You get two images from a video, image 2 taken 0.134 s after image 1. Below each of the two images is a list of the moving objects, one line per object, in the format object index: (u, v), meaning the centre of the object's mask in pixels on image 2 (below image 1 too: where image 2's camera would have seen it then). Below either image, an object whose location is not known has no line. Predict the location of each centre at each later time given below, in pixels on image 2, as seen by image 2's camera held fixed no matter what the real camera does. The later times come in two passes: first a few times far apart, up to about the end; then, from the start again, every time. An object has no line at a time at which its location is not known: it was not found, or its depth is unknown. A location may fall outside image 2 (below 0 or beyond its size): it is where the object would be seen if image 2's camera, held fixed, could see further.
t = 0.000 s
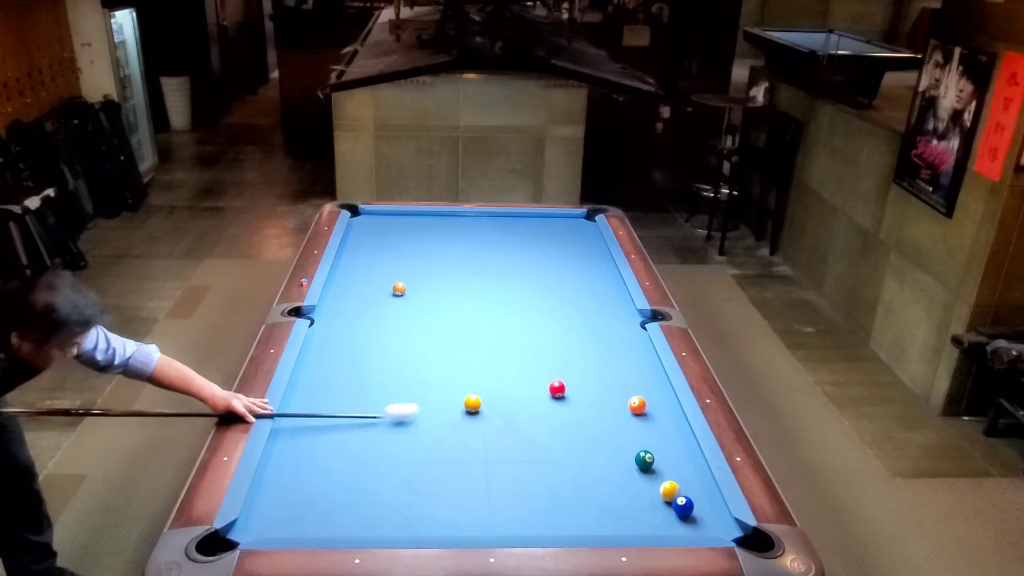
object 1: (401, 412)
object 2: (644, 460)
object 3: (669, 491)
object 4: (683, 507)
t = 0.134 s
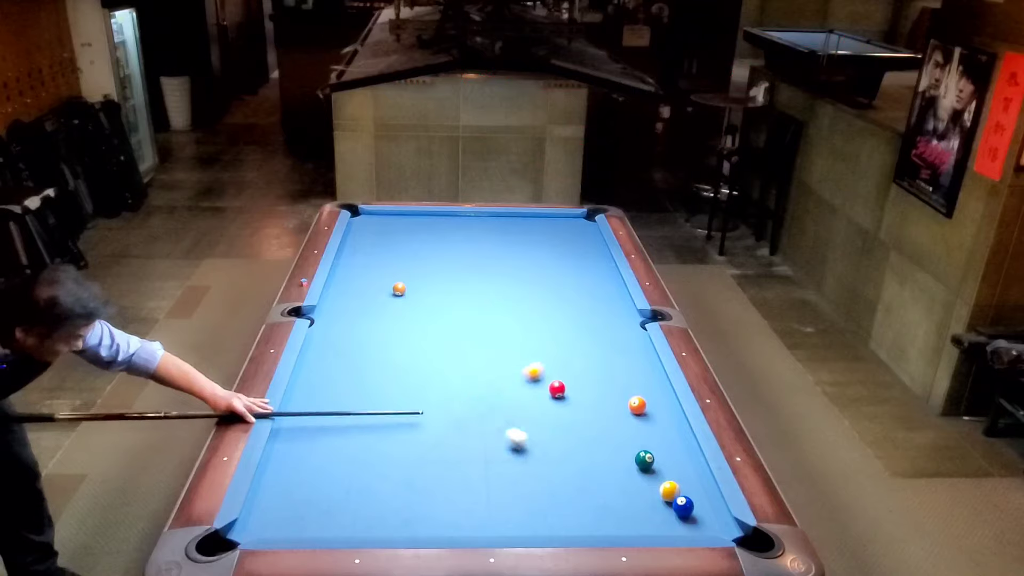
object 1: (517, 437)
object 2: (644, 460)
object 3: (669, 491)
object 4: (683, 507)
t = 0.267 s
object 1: (598, 483)
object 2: (644, 460)
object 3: (669, 491)
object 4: (683, 507)
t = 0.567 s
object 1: (703, 519)
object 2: (644, 460)
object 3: (658, 479)
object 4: (693, 500)
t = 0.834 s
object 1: (710, 514)
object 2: (636, 448)
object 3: (645, 468)
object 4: (706, 492)
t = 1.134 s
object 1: (687, 504)
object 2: (626, 432)
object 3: (635, 464)
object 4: (693, 489)
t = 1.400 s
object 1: (669, 497)
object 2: (618, 420)
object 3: (628, 460)
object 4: (682, 489)
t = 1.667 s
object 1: (651, 491)
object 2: (611, 410)
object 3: (623, 458)
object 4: (673, 488)
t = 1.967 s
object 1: (634, 486)
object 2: (603, 400)
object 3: (620, 456)
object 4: (666, 486)
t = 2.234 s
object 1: (621, 481)
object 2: (598, 392)
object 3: (618, 455)
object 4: (661, 486)
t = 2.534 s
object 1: (609, 478)
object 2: (593, 385)
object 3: (617, 455)
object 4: (658, 486)
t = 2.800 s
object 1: (600, 474)
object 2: (588, 379)
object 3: (617, 455)
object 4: (657, 486)
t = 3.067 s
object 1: (592, 472)
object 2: (585, 374)
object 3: (617, 455)
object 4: (658, 485)
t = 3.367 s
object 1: (586, 470)
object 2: (582, 370)
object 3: (617, 455)
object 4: (658, 485)
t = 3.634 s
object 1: (582, 470)
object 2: (579, 367)
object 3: (617, 455)
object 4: (658, 485)
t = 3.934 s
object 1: (580, 469)
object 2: (577, 364)
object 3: (617, 455)
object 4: (658, 485)
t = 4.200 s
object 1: (579, 468)
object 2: (576, 363)
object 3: (617, 455)
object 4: (658, 484)
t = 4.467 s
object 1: (579, 469)
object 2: (575, 362)
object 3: (617, 455)
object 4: (658, 484)
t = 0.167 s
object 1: (537, 449)
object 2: (644, 460)
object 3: (669, 491)
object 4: (683, 506)
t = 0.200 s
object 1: (558, 460)
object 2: (644, 460)
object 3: (669, 491)
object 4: (683, 506)
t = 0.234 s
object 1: (578, 471)
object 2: (644, 460)
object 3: (669, 491)
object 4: (683, 507)
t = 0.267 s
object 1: (598, 483)
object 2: (644, 460)
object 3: (669, 491)
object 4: (683, 507)
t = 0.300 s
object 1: (618, 495)
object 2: (644, 460)
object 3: (669, 491)
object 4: (683, 507)
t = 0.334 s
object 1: (636, 506)
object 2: (644, 460)
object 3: (669, 491)
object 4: (683, 507)
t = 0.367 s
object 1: (655, 518)
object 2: (644, 460)
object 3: (669, 491)
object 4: (683, 507)
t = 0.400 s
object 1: (673, 526)
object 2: (644, 460)
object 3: (669, 491)
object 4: (683, 507)
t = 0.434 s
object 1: (682, 523)
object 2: (644, 460)
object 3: (669, 491)
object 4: (683, 505)
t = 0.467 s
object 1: (687, 520)
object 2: (644, 460)
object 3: (669, 490)
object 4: (683, 502)
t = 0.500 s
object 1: (692, 520)
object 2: (644, 460)
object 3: (666, 487)
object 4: (686, 501)
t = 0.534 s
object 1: (697, 519)
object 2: (644, 460)
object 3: (661, 482)
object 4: (690, 500)
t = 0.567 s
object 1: (703, 519)
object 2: (644, 460)
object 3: (658, 479)
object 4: (693, 500)
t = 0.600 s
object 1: (708, 519)
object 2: (644, 460)
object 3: (655, 475)
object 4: (697, 499)
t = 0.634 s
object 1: (713, 519)
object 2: (643, 458)
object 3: (652, 472)
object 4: (700, 498)
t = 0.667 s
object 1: (719, 519)
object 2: (642, 457)
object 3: (650, 471)
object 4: (703, 496)
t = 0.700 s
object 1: (722, 518)
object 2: (641, 455)
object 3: (650, 471)
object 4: (706, 496)
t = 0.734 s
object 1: (718, 517)
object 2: (640, 453)
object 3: (648, 470)
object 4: (709, 494)
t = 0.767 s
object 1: (716, 516)
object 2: (638, 451)
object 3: (647, 470)
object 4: (710, 494)
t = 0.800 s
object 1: (713, 515)
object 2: (637, 450)
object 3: (646, 469)
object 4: (708, 493)
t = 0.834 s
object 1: (710, 514)
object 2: (636, 448)
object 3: (645, 468)
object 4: (706, 492)
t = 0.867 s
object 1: (707, 512)
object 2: (635, 446)
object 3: (644, 468)
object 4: (705, 492)
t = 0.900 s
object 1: (705, 511)
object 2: (633, 444)
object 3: (643, 467)
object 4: (703, 491)
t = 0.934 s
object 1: (702, 510)
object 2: (632, 443)
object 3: (642, 467)
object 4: (701, 491)
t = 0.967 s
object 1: (699, 509)
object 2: (631, 441)
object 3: (640, 466)
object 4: (700, 490)
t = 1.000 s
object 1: (697, 508)
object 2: (630, 439)
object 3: (639, 466)
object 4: (698, 490)
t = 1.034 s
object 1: (694, 507)
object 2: (629, 438)
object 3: (638, 465)
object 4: (697, 490)
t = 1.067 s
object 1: (692, 506)
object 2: (628, 436)
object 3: (637, 464)
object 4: (696, 489)
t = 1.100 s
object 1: (690, 505)
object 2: (627, 434)
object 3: (636, 464)
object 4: (694, 489)
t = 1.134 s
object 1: (687, 504)
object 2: (626, 432)
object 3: (635, 464)
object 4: (693, 489)
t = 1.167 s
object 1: (684, 503)
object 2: (624, 431)
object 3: (634, 463)
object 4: (691, 489)
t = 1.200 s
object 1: (682, 502)
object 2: (623, 429)
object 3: (633, 463)
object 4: (690, 488)
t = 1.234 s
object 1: (680, 502)
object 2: (622, 428)
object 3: (632, 462)
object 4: (689, 488)
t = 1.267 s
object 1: (678, 501)
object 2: (622, 426)
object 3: (632, 462)
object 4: (687, 488)
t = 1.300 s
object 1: (675, 500)
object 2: (620, 425)
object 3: (631, 462)
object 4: (686, 488)
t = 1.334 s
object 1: (673, 499)
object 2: (619, 423)
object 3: (630, 461)
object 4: (685, 489)
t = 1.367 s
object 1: (671, 498)
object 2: (618, 422)
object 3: (629, 461)
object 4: (684, 489)
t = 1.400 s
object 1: (669, 497)
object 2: (618, 420)
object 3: (628, 460)
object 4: (682, 489)
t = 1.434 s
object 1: (666, 496)
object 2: (617, 419)
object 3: (628, 460)
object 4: (681, 489)
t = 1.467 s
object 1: (664, 496)
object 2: (616, 418)
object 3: (627, 460)
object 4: (680, 489)
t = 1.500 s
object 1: (662, 495)
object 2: (615, 416)
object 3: (626, 460)
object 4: (679, 489)
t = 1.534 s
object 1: (660, 495)
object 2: (614, 415)
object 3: (626, 459)
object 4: (677, 489)
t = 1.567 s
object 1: (658, 494)
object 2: (613, 414)
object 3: (625, 459)
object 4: (676, 489)
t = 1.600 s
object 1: (656, 493)
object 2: (612, 412)
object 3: (625, 458)
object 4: (675, 489)
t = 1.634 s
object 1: (654, 492)
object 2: (611, 411)
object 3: (624, 458)
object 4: (674, 488)
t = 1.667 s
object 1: (651, 491)
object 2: (611, 410)
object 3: (623, 458)
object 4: (673, 488)
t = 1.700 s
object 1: (649, 491)
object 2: (610, 409)
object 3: (623, 458)
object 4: (672, 488)
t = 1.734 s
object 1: (648, 490)
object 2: (609, 407)
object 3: (622, 457)
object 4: (671, 488)
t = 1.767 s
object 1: (646, 489)
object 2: (608, 406)
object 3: (622, 457)
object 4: (670, 488)
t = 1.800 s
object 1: (644, 489)
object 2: (607, 405)
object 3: (622, 457)
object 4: (669, 487)
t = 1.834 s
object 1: (642, 488)
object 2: (606, 404)
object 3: (621, 457)
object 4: (669, 487)
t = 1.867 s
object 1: (640, 487)
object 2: (606, 403)
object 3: (621, 456)
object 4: (668, 487)
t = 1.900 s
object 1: (638, 487)
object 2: (605, 402)
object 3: (620, 456)
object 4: (667, 487)
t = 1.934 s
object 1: (636, 487)
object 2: (604, 400)
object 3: (620, 456)
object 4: (666, 487)
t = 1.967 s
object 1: (634, 486)
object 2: (603, 400)
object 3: (620, 456)
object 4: (666, 486)
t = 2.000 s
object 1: (633, 485)
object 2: (603, 399)
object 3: (619, 456)
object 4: (665, 486)
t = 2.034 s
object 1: (631, 485)
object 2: (602, 398)
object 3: (619, 456)
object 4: (664, 486)
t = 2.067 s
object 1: (629, 484)
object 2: (602, 397)
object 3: (619, 456)
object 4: (664, 486)
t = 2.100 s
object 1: (628, 484)
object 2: (601, 396)
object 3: (618, 455)
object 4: (663, 486)
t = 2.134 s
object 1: (626, 483)
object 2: (600, 395)
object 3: (618, 455)
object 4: (663, 486)
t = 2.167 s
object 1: (624, 483)
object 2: (599, 394)
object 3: (618, 455)
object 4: (662, 486)
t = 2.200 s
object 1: (623, 482)
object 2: (599, 393)
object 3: (618, 455)
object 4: (662, 486)
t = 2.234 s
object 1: (621, 481)
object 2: (598, 392)
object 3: (618, 455)
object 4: (661, 486)
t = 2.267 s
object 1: (620, 481)
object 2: (598, 391)
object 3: (617, 455)
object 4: (661, 486)
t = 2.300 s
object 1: (618, 481)
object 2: (597, 390)
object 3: (617, 455)
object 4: (660, 486)
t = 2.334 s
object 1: (617, 480)
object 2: (596, 389)
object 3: (617, 455)
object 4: (660, 486)
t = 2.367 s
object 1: (615, 480)
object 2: (596, 388)
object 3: (617, 455)
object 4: (660, 486)
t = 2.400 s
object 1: (614, 479)
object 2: (595, 388)
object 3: (617, 455)
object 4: (659, 486)
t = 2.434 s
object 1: (613, 479)
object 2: (594, 387)
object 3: (617, 455)
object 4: (659, 486)
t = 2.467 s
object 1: (611, 478)
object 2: (594, 386)
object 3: (617, 455)
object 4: (659, 486)
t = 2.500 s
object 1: (610, 478)
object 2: (593, 385)
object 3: (617, 455)
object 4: (658, 486)
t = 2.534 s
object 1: (609, 478)
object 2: (593, 385)
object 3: (617, 455)
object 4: (658, 486)
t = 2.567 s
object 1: (608, 477)
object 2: (592, 384)
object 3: (617, 455)
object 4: (658, 486)
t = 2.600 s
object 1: (606, 477)
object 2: (592, 383)
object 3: (617, 455)
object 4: (658, 486)
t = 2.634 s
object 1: (605, 476)
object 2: (591, 382)
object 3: (617, 455)
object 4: (657, 486)
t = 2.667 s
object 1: (604, 476)
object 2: (591, 382)
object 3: (617, 455)
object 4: (657, 486)
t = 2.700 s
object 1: (603, 476)
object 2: (590, 381)
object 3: (617, 455)
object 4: (657, 486)
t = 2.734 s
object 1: (602, 475)
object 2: (589, 380)
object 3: (617, 455)
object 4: (657, 486)
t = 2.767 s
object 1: (601, 475)
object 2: (589, 380)
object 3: (617, 455)
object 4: (657, 486)
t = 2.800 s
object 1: (600, 474)
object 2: (588, 379)
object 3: (617, 455)
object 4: (657, 486)
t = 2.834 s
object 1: (599, 474)
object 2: (588, 378)
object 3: (617, 455)
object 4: (657, 486)
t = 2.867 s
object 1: (597, 474)
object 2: (587, 377)
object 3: (617, 455)
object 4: (657, 486)
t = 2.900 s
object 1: (597, 474)
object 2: (587, 377)
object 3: (617, 455)
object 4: (657, 486)
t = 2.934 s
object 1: (595, 473)
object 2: (586, 376)
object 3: (617, 455)
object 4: (657, 486)
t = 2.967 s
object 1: (594, 473)
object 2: (586, 376)
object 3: (617, 455)
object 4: (658, 486)
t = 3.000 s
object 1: (594, 473)
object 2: (586, 375)
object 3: (617, 455)
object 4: (658, 485)
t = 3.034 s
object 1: (593, 472)
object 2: (585, 374)
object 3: (617, 455)
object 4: (658, 485)
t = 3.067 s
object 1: (592, 472)
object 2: (585, 374)
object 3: (617, 455)
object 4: (658, 485)
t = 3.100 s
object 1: (591, 472)
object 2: (584, 373)
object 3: (617, 455)
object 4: (658, 486)
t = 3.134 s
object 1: (590, 472)
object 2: (584, 373)
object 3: (617, 455)
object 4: (658, 485)
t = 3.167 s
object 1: (590, 471)
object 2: (584, 373)
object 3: (617, 455)
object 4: (658, 485)
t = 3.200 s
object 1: (589, 471)
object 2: (583, 372)
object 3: (617, 455)
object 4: (658, 485)
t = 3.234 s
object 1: (588, 471)
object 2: (583, 372)
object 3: (617, 455)
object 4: (658, 485)
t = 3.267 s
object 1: (587, 471)
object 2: (582, 371)
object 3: (617, 455)
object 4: (658, 485)
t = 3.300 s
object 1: (587, 471)
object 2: (582, 370)
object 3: (617, 455)
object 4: (658, 485)
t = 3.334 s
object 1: (586, 470)
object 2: (582, 370)
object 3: (617, 455)
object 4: (658, 485)
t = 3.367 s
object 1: (586, 470)
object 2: (582, 370)
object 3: (617, 455)
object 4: (658, 485)
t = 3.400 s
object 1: (585, 470)
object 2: (581, 370)
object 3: (617, 455)
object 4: (658, 485)
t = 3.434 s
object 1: (585, 470)
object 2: (581, 369)
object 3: (617, 455)
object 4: (658, 485)
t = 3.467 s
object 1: (584, 470)
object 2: (581, 369)
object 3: (617, 455)
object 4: (658, 485)
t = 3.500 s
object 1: (584, 470)
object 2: (580, 368)
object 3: (617, 455)
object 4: (658, 485)
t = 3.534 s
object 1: (583, 470)
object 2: (580, 368)
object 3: (617, 455)
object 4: (658, 485)
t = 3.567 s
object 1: (583, 470)
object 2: (580, 368)
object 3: (617, 455)
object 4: (658, 485)
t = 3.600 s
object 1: (582, 470)
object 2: (580, 367)
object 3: (617, 455)
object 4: (658, 485)
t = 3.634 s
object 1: (582, 470)
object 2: (579, 367)
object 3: (617, 455)
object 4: (658, 485)
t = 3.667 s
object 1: (582, 469)
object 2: (579, 367)
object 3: (617, 455)
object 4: (658, 485)
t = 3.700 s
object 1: (581, 469)
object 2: (579, 366)
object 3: (617, 455)
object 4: (658, 485)
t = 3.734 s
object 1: (581, 469)
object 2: (579, 366)
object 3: (617, 455)
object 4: (658, 485)
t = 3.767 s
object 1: (581, 469)
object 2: (578, 366)
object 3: (617, 455)
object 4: (658, 485)
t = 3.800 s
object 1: (581, 469)
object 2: (578, 366)
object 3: (617, 455)
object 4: (658, 485)
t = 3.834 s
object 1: (580, 469)
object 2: (578, 365)
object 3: (617, 455)
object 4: (658, 485)
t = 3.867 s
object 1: (580, 469)
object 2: (578, 365)
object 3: (617, 455)
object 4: (658, 485)
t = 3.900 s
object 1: (580, 469)
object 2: (578, 365)
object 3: (617, 455)
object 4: (658, 485)
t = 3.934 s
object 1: (580, 469)
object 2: (577, 364)
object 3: (617, 455)
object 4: (658, 485)
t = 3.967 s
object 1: (580, 469)
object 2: (577, 364)
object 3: (617, 455)
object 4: (658, 485)
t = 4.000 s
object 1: (580, 469)
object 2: (577, 364)
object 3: (617, 455)
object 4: (658, 485)
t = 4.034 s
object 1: (580, 469)
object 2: (577, 364)
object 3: (617, 455)
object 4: (658, 485)
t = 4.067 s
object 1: (579, 468)
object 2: (577, 364)
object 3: (617, 455)
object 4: (658, 484)
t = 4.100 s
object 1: (579, 469)
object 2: (576, 364)
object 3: (617, 455)
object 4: (658, 484)
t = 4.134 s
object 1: (579, 468)
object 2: (576, 363)
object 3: (617, 455)
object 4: (658, 484)
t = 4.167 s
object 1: (579, 468)
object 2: (576, 363)
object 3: (617, 455)
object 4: (658, 484)
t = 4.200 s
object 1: (579, 468)
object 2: (576, 363)
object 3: (617, 455)
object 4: (658, 484)
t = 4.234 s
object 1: (579, 468)
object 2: (576, 363)
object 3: (617, 455)
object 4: (658, 484)
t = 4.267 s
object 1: (579, 468)
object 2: (576, 363)
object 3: (617, 455)
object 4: (658, 484)
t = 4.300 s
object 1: (579, 468)
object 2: (575, 363)
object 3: (617, 455)
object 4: (658, 484)
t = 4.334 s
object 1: (579, 468)
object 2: (575, 363)
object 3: (617, 455)
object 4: (658, 484)
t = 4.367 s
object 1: (579, 469)
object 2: (575, 363)
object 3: (617, 455)
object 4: (658, 484)
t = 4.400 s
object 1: (579, 468)
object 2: (575, 363)
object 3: (617, 455)
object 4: (658, 484)
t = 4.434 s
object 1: (579, 468)
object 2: (575, 363)
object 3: (617, 455)
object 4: (658, 484)
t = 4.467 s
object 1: (579, 469)
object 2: (575, 362)
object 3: (617, 455)
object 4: (658, 484)
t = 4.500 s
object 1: (579, 469)
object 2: (575, 363)
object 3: (617, 455)
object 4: (658, 484)
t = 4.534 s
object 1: (579, 469)
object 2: (575, 362)
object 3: (617, 455)
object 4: (658, 484)
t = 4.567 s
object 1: (579, 469)
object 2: (575, 362)
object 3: (617, 455)
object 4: (658, 484)
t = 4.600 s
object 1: (579, 468)
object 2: (575, 362)
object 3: (617, 455)
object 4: (658, 484)
